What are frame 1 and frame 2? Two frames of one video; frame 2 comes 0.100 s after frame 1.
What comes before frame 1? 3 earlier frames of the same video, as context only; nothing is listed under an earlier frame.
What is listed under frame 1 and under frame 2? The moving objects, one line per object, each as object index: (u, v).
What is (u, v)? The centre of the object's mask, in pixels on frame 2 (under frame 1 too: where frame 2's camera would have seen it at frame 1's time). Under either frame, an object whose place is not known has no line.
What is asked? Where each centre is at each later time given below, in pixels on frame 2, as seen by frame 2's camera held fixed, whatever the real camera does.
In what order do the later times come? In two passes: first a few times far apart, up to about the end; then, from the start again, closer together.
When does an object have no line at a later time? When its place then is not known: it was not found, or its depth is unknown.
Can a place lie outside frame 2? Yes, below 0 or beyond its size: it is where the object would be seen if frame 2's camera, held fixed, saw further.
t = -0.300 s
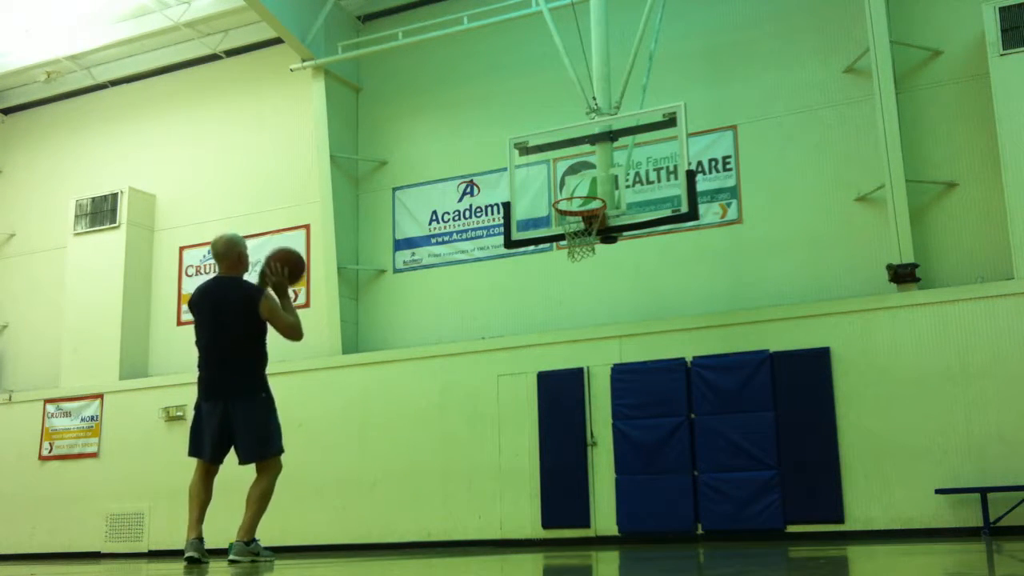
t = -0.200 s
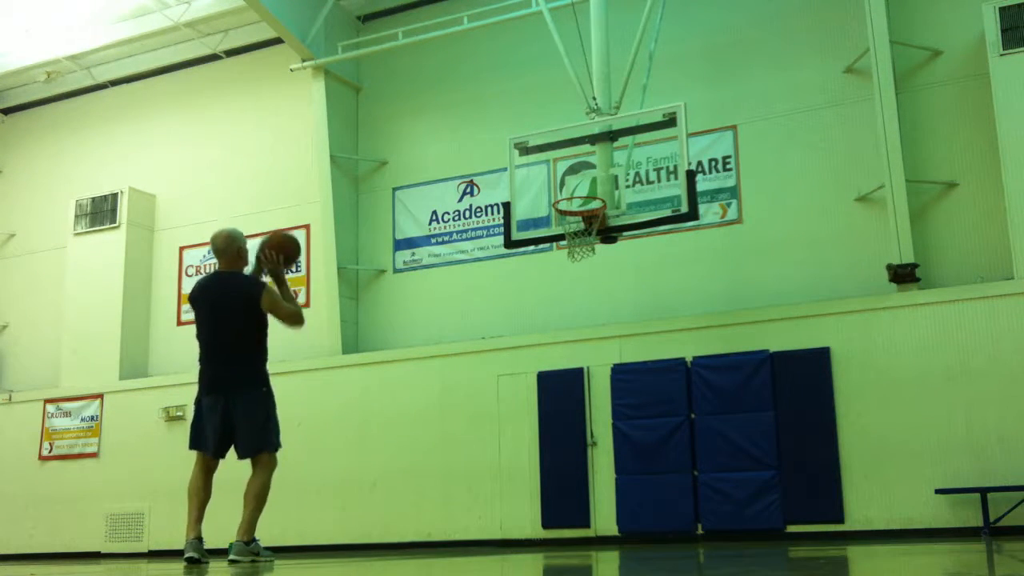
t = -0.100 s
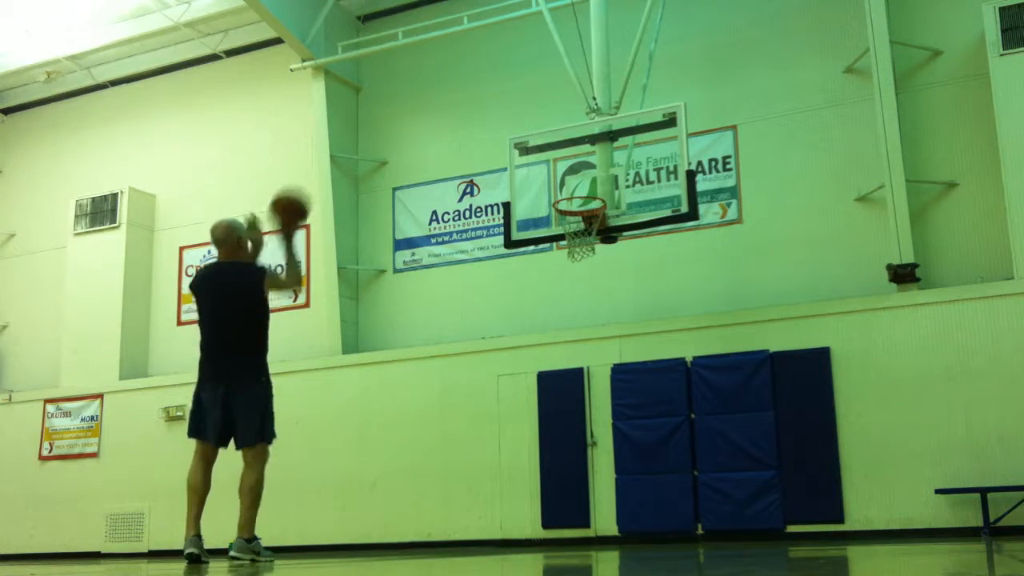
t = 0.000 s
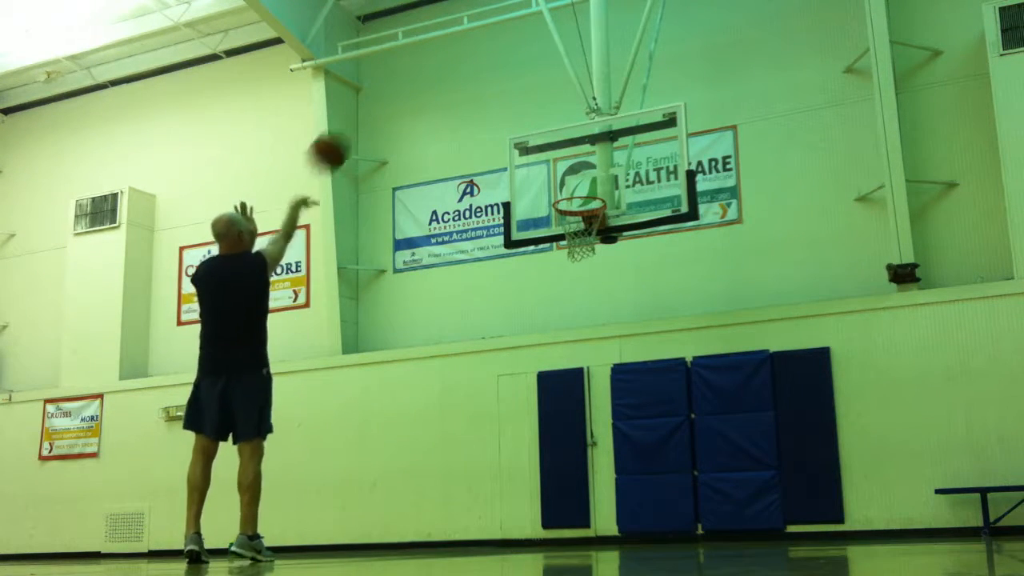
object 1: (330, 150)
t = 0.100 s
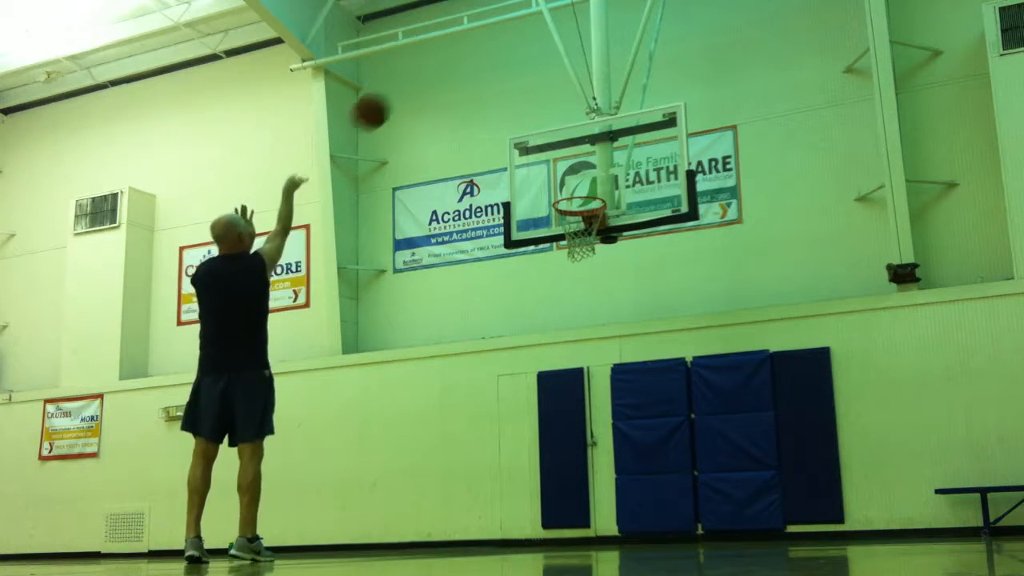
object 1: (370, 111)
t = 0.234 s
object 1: (419, 83)
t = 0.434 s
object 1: (482, 84)
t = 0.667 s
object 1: (544, 138)
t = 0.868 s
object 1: (582, 194)
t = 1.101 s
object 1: (565, 193)
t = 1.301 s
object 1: (576, 192)
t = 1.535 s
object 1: (594, 223)
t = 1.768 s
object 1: (587, 253)
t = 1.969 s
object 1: (576, 312)
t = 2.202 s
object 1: (564, 432)
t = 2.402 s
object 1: (555, 498)
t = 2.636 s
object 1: (535, 406)
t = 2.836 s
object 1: (518, 372)
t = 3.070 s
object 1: (500, 387)
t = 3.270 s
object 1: (485, 449)
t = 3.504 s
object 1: (469, 509)
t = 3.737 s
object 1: (454, 449)
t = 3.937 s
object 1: (441, 446)
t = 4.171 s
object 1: (427, 502)
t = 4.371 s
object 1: (414, 504)
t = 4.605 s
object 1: (400, 477)
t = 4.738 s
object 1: (392, 490)
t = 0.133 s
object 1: (383, 102)
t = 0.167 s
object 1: (396, 94)
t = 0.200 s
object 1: (408, 87)
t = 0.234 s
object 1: (419, 83)
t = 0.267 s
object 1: (431, 80)
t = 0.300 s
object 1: (441, 78)
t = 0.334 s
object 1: (452, 78)
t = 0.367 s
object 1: (462, 79)
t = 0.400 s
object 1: (472, 81)
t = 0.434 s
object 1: (482, 84)
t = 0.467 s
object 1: (491, 89)
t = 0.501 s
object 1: (500, 94)
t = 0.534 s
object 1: (510, 101)
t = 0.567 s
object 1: (518, 109)
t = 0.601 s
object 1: (527, 118)
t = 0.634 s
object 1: (535, 127)
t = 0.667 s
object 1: (544, 138)
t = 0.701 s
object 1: (551, 150)
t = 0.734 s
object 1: (561, 164)
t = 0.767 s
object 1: (568, 176)
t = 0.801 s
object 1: (574, 187)
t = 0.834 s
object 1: (578, 191)
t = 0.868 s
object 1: (582, 194)
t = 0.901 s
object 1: (587, 200)
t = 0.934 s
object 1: (588, 204)
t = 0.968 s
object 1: (582, 199)
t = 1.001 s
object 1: (575, 198)
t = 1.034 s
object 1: (569, 197)
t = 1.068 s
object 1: (563, 198)
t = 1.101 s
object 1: (565, 193)
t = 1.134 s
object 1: (567, 190)
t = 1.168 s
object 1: (568, 188)
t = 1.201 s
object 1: (570, 188)
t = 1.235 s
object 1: (572, 188)
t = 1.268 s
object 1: (574, 189)
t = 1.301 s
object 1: (576, 192)
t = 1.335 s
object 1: (578, 195)
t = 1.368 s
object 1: (581, 198)
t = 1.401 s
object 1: (583, 201)
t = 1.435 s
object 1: (587, 208)
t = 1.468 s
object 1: (589, 213)
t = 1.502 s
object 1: (592, 220)
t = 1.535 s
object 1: (594, 223)
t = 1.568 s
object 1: (595, 227)
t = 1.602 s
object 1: (595, 231)
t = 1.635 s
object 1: (594, 233)
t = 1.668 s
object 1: (593, 234)
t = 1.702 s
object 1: (592, 236)
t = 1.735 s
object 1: (591, 238)
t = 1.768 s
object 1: (587, 253)
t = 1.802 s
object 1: (585, 261)
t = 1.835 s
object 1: (583, 268)
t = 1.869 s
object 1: (581, 277)
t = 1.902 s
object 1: (579, 287)
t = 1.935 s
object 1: (578, 298)
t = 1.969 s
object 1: (576, 312)
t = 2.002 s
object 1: (575, 325)
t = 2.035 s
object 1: (573, 340)
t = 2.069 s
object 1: (572, 355)
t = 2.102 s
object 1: (570, 371)
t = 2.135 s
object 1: (567, 392)
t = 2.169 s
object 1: (565, 411)
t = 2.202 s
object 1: (564, 432)
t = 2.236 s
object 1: (563, 458)
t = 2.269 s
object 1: (563, 482)
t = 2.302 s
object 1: (561, 510)
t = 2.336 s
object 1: (562, 529)
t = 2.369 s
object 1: (559, 517)
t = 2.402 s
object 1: (555, 498)
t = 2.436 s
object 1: (554, 481)
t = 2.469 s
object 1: (550, 464)
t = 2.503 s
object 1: (546, 449)
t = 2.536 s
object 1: (545, 438)
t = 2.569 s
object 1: (541, 427)
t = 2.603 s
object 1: (538, 417)
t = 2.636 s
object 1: (535, 406)
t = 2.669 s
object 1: (533, 397)
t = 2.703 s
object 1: (527, 389)
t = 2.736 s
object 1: (526, 383)
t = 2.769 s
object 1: (523, 378)
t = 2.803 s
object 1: (520, 374)
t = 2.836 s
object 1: (518, 372)
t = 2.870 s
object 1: (515, 370)
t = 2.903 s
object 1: (513, 370)
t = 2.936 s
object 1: (510, 371)
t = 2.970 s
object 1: (508, 373)
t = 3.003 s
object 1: (505, 376)
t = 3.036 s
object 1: (502, 381)
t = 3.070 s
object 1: (500, 387)
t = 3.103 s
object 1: (497, 394)
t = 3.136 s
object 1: (495, 402)
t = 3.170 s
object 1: (492, 412)
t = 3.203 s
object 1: (490, 423)
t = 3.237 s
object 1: (488, 435)
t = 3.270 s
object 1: (485, 449)
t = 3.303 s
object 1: (483, 465)
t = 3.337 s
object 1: (480, 481)
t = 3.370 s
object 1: (478, 499)
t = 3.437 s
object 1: (473, 533)
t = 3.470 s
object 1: (471, 522)
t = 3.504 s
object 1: (469, 509)
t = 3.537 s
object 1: (467, 496)
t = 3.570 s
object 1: (464, 485)
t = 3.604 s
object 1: (462, 475)
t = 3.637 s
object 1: (460, 467)
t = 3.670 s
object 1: (458, 460)
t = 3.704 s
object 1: (456, 454)
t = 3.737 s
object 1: (454, 449)
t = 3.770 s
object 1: (452, 445)
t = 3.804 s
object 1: (450, 443)
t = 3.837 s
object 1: (448, 442)
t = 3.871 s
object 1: (446, 442)
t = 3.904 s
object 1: (443, 443)
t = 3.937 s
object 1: (441, 446)
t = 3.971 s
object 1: (439, 450)
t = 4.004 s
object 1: (437, 455)
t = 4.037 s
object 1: (435, 461)
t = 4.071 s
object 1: (433, 469)
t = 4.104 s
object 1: (431, 479)
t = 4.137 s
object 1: (429, 489)
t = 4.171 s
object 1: (427, 502)
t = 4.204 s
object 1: (425, 515)
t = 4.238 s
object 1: (423, 529)
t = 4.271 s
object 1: (420, 534)
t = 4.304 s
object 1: (419, 522)
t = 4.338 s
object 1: (416, 512)
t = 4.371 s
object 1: (414, 504)
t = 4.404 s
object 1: (412, 496)
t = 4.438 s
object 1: (410, 489)
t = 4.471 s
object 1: (408, 484)
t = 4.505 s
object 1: (406, 480)
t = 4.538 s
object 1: (404, 478)
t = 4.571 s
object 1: (402, 477)
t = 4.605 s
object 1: (400, 477)
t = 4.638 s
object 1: (398, 478)
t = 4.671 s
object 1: (396, 480)
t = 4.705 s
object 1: (394, 485)
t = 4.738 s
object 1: (392, 490)
